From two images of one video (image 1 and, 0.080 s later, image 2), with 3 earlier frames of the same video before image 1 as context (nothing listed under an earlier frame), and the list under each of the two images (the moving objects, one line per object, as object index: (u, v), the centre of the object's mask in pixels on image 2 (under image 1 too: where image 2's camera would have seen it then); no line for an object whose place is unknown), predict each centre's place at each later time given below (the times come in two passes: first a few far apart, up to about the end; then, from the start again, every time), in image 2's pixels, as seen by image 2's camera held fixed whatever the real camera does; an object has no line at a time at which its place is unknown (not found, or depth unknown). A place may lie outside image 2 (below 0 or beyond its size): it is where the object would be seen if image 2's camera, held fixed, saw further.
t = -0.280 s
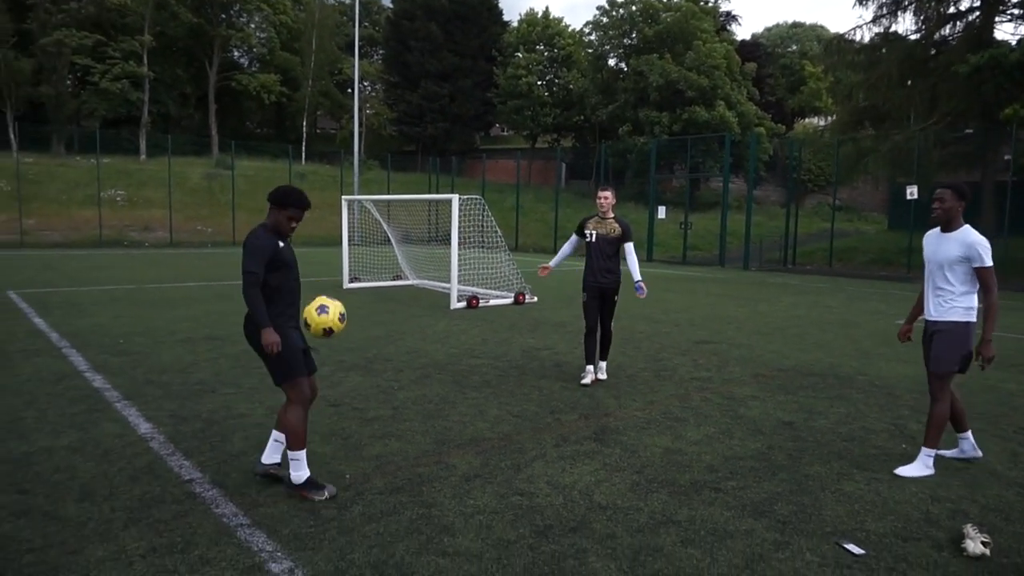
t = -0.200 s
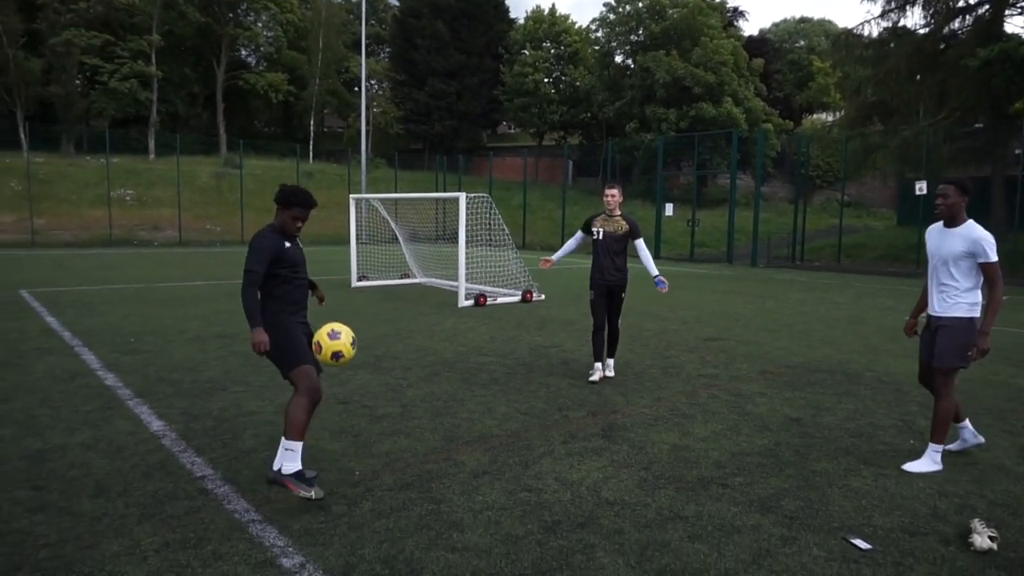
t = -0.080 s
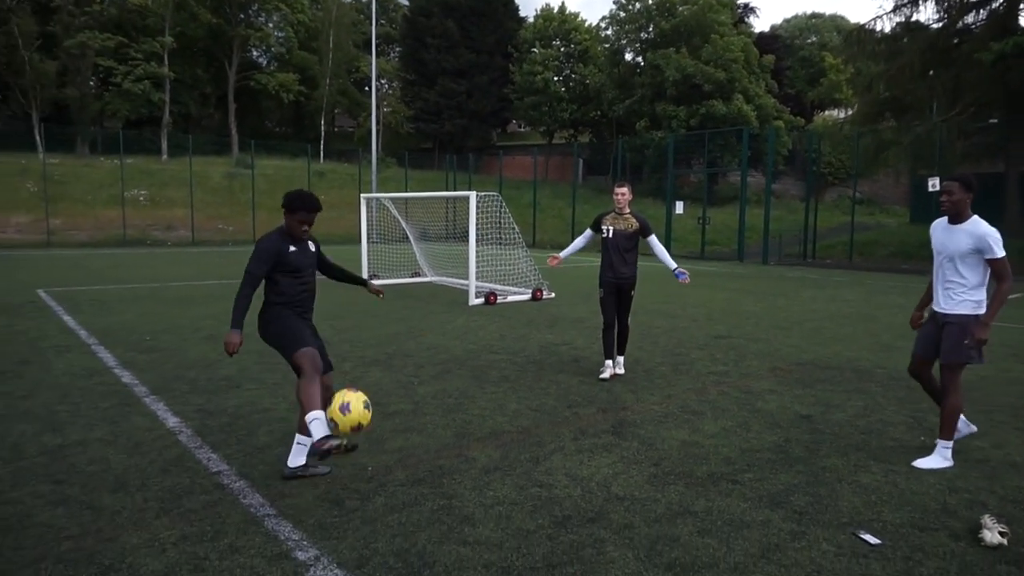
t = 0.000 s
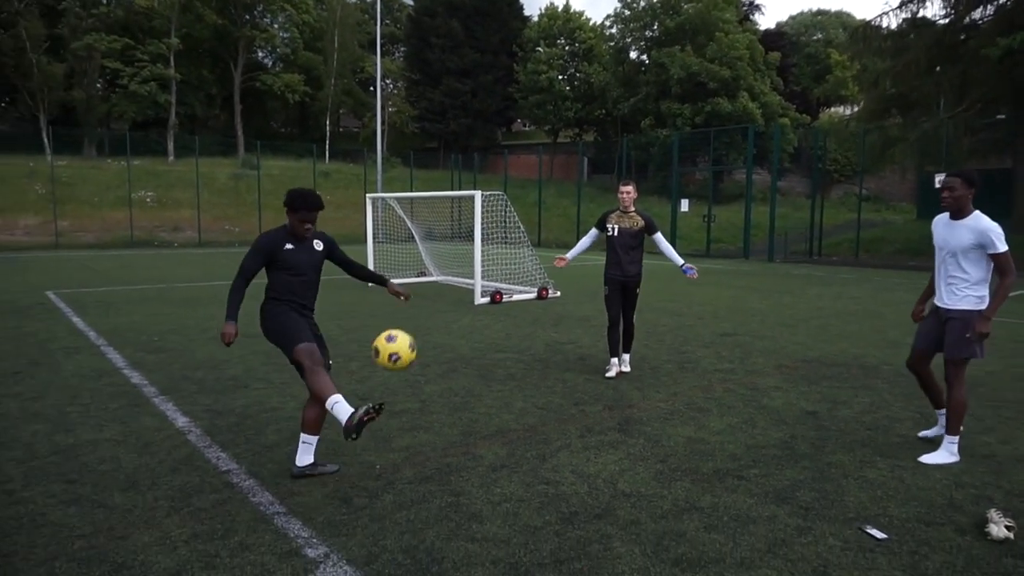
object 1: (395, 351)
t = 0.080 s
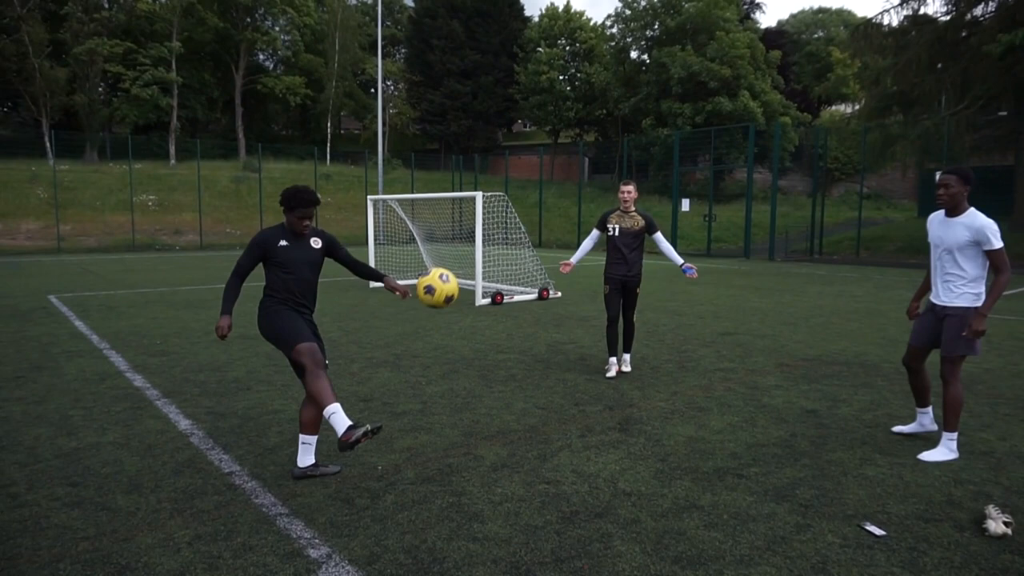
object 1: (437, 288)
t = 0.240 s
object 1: (518, 200)
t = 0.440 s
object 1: (609, 160)
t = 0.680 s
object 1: (703, 202)
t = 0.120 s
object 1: (458, 261)
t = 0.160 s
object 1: (478, 237)
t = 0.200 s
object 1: (499, 217)
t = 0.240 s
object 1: (518, 200)
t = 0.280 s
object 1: (538, 186)
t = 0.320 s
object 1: (557, 175)
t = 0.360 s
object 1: (574, 166)
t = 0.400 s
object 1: (592, 161)
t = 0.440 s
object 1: (609, 160)
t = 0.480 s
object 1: (626, 161)
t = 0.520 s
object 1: (641, 164)
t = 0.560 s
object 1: (657, 170)
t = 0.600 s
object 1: (673, 178)
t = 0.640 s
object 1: (688, 189)
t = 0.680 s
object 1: (703, 202)
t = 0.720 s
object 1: (717, 218)
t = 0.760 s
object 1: (730, 235)
